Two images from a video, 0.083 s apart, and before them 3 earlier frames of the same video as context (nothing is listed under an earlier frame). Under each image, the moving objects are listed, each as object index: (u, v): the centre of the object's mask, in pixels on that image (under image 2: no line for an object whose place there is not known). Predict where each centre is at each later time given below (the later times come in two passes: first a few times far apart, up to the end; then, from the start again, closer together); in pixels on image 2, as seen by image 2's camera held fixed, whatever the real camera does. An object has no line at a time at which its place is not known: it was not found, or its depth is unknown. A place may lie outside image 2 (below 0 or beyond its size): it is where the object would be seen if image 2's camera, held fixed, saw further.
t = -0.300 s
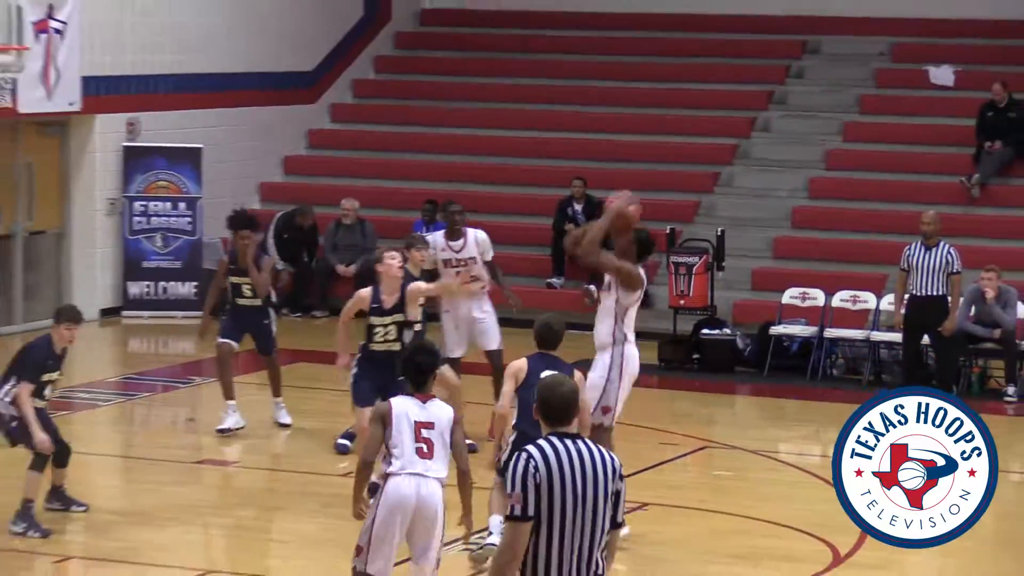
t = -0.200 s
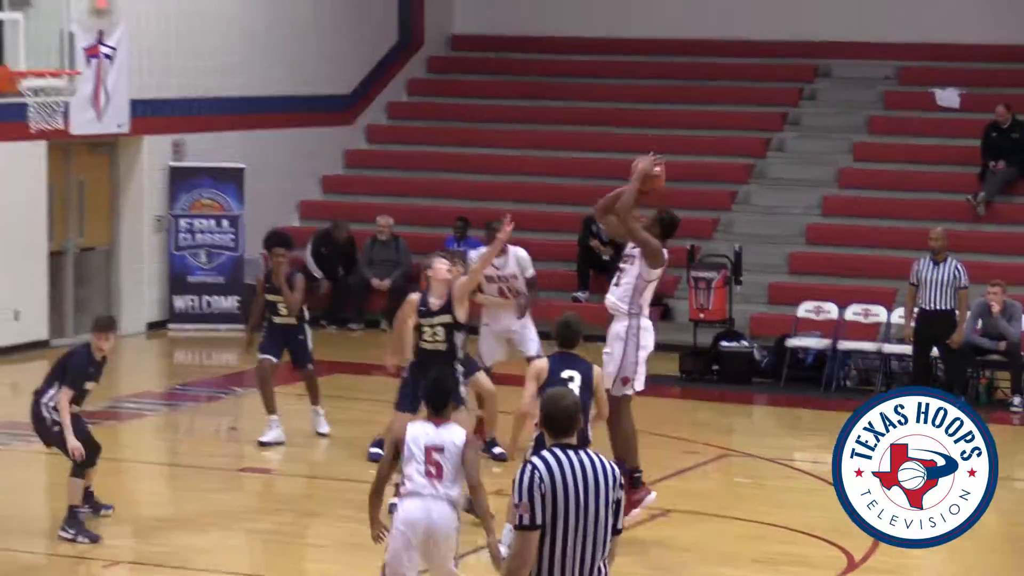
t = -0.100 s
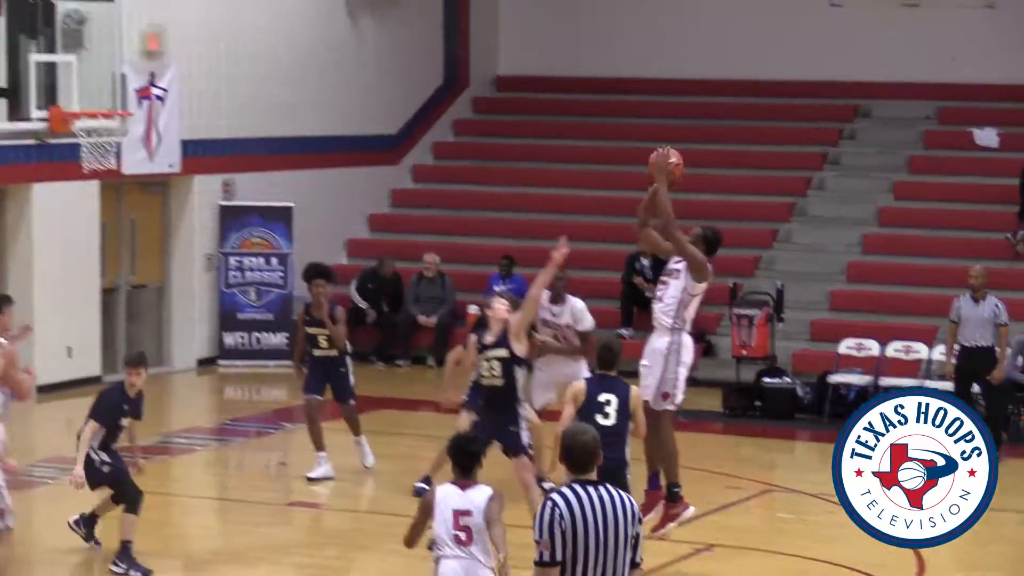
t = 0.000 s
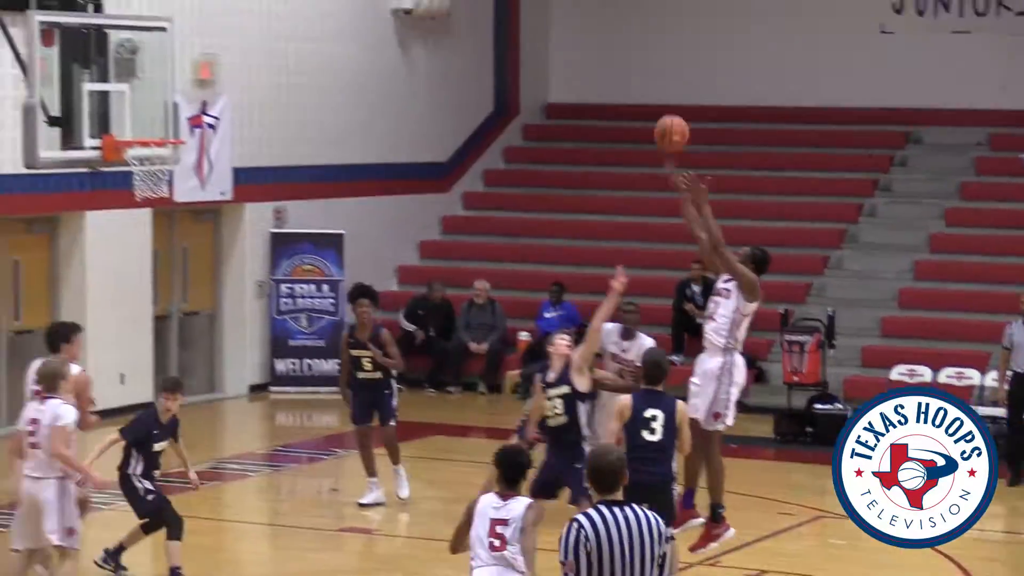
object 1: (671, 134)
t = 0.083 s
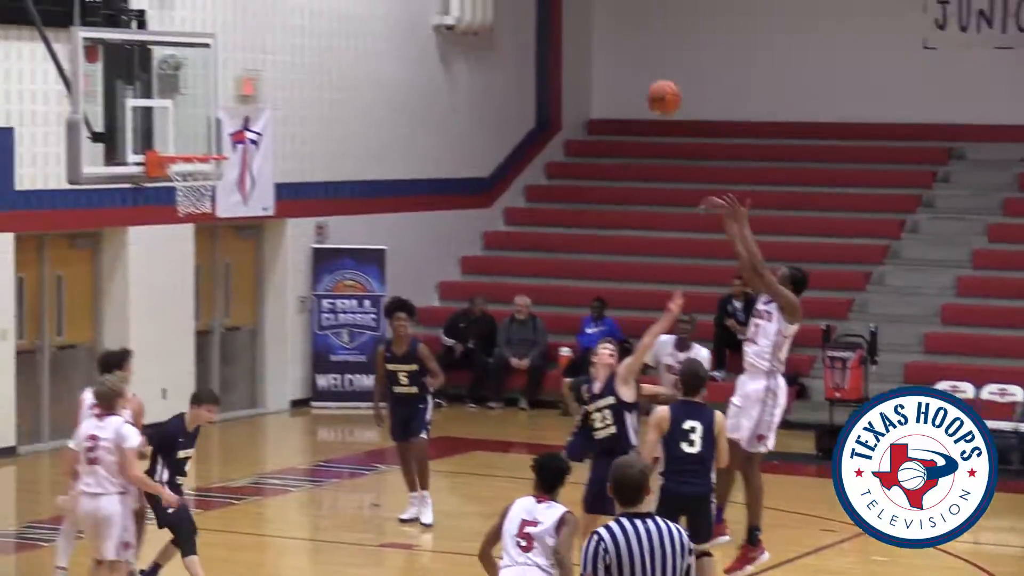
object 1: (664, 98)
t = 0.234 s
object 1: (577, 33)
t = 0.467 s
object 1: (447, -4)
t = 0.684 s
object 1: (331, 28)
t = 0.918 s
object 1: (212, 133)
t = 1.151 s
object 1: (142, 235)
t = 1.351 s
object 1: (104, 345)
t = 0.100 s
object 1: (654, 89)
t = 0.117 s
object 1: (644, 81)
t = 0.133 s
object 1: (634, 72)
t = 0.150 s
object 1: (624, 65)
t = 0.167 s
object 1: (614, 58)
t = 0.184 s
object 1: (605, 51)
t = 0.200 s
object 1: (596, 44)
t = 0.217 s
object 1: (586, 38)
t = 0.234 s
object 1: (577, 33)
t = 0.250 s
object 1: (566, 28)
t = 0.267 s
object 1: (557, 23)
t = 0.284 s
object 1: (548, 19)
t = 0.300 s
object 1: (539, 14)
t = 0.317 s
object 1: (529, 11)
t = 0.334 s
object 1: (520, 8)
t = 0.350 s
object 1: (511, 5)
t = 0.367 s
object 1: (502, 2)
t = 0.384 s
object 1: (493, 0)
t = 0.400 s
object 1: (483, -1)
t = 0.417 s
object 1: (474, -2)
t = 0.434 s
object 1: (465, -3)
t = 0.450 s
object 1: (455, -4)
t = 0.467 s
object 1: (447, -4)
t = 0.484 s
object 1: (437, -4)
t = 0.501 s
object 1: (428, -3)
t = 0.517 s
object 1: (419, -2)
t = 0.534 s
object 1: (410, -1)
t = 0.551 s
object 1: (401, 1)
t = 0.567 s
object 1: (392, 3)
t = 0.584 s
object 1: (383, 6)
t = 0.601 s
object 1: (375, 9)
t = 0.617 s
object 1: (366, 11)
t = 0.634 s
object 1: (357, 15)
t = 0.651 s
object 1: (348, 19)
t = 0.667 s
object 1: (340, 23)
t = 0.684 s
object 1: (331, 28)
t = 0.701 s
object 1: (322, 34)
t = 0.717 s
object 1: (313, 39)
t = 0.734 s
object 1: (305, 45)
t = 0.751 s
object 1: (296, 52)
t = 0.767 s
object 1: (287, 58)
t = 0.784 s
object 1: (279, 65)
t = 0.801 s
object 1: (270, 72)
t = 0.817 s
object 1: (261, 80)
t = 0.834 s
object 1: (253, 88)
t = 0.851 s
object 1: (245, 96)
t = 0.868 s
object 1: (237, 104)
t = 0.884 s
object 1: (229, 114)
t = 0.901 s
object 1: (220, 123)
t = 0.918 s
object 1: (212, 133)
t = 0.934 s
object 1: (203, 143)
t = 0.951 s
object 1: (196, 151)
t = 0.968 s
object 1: (187, 164)
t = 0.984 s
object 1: (179, 175)
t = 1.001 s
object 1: (173, 186)
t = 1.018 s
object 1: (169, 189)
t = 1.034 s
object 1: (167, 193)
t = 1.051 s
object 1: (161, 201)
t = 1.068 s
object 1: (159, 203)
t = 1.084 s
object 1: (157, 207)
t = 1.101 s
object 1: (152, 216)
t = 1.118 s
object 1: (149, 222)
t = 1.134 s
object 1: (146, 228)
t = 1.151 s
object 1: (142, 235)
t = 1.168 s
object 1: (139, 242)
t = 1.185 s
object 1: (136, 250)
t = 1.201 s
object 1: (133, 257)
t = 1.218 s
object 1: (129, 266)
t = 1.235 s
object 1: (127, 275)
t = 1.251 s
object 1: (123, 283)
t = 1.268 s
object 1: (120, 293)
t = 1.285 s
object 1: (117, 302)
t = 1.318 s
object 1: (112, 322)
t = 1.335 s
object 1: (108, 333)
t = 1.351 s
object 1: (104, 345)
